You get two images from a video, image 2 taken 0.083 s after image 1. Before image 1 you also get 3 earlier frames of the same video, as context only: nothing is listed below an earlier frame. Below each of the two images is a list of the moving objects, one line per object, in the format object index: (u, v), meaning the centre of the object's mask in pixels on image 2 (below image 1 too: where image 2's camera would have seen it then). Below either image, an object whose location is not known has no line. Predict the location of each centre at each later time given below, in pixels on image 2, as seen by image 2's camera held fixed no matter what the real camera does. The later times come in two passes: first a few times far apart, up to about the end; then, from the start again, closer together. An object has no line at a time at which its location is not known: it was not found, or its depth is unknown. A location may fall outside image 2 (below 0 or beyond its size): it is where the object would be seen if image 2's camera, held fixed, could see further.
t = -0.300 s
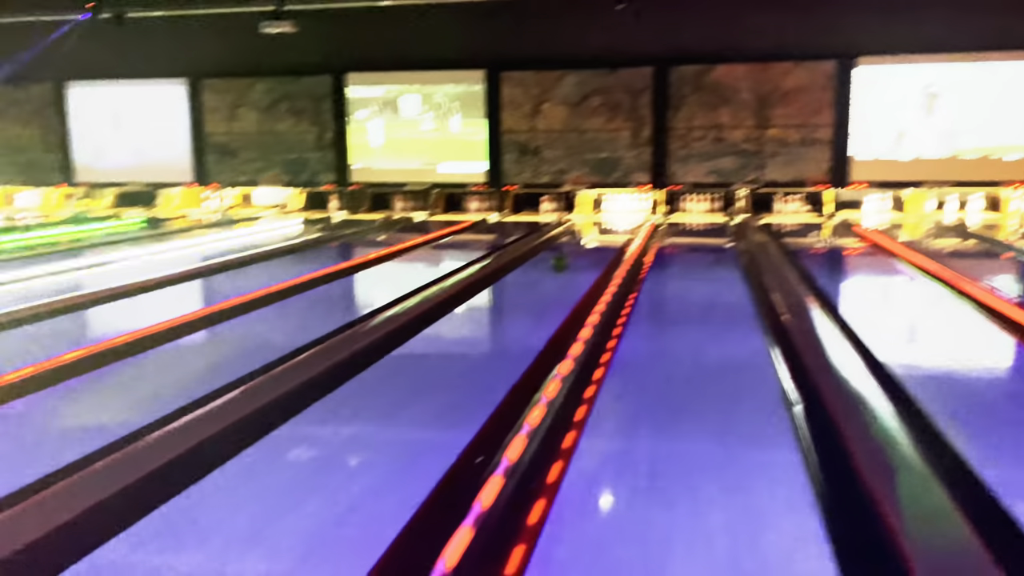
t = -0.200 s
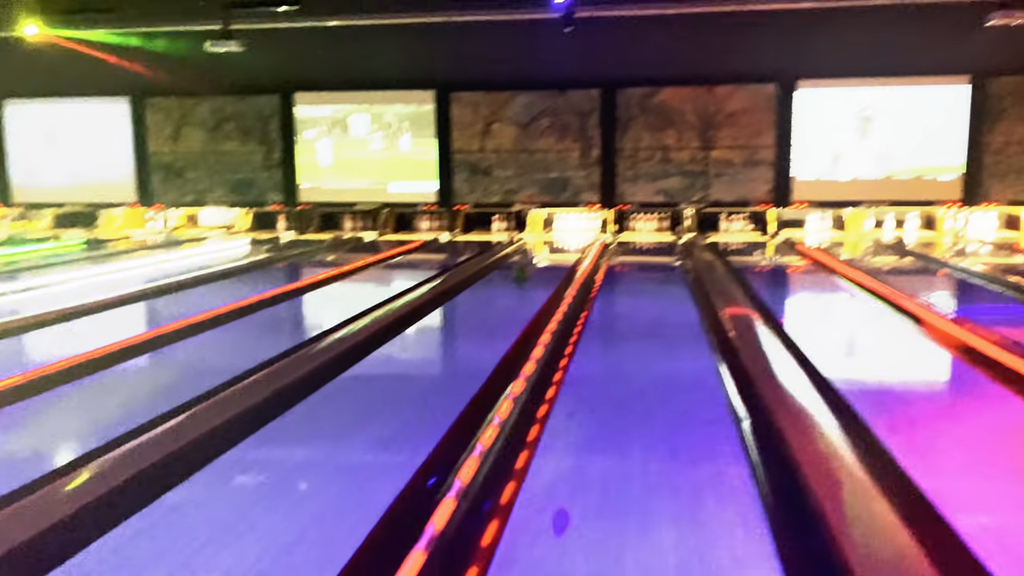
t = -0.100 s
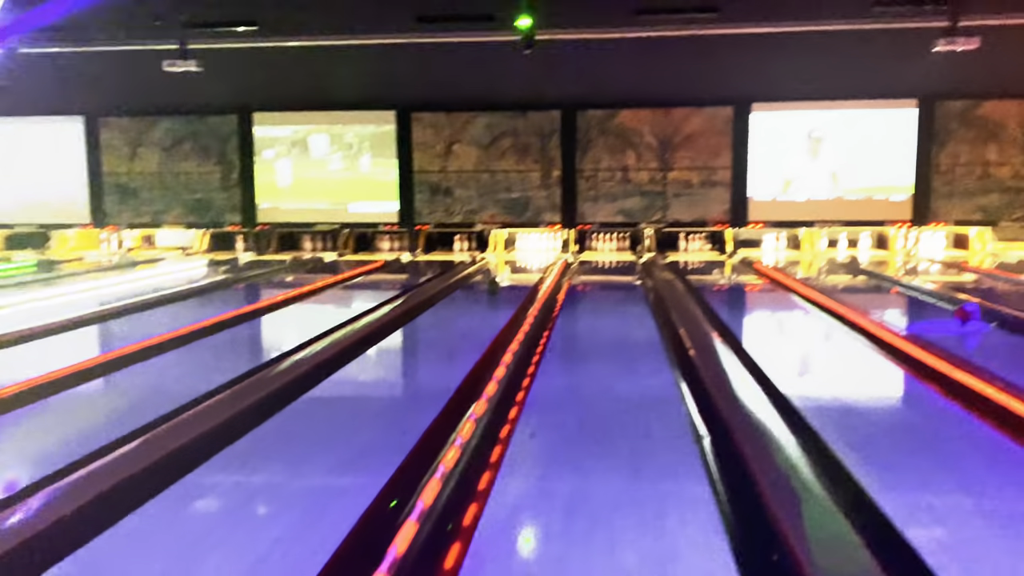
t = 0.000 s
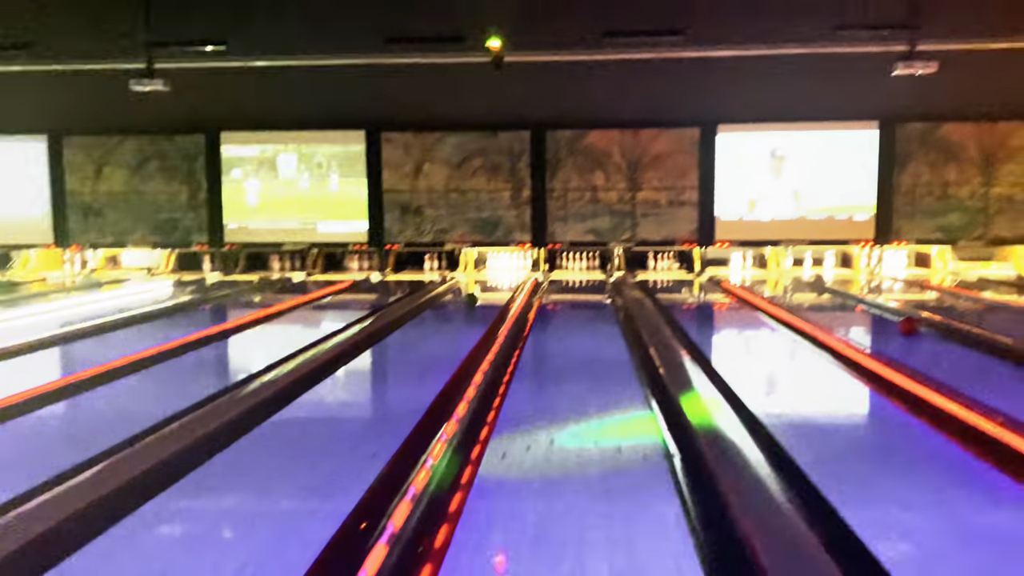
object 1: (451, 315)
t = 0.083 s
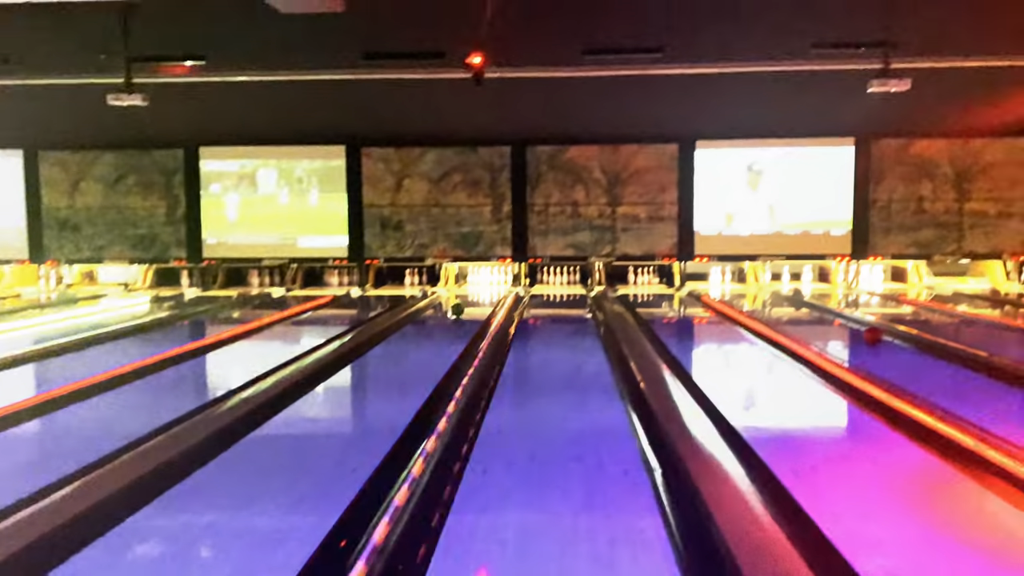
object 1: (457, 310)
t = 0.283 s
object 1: (468, 302)
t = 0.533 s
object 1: (479, 291)
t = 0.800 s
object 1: (487, 283)
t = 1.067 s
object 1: (492, 280)
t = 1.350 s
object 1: (501, 281)
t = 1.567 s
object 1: (500, 281)
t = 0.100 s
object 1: (457, 310)
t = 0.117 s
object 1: (459, 309)
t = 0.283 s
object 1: (468, 302)
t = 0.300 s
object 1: (468, 302)
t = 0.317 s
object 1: (469, 301)
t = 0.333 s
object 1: (469, 300)
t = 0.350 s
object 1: (470, 300)
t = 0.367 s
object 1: (471, 299)
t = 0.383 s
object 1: (473, 299)
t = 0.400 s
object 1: (473, 297)
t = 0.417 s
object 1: (474, 297)
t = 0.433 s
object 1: (475, 295)
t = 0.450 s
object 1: (476, 294)
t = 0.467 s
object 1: (477, 293)
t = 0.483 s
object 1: (477, 292)
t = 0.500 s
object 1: (478, 292)
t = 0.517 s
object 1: (478, 292)
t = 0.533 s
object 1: (479, 291)
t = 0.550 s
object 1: (479, 290)
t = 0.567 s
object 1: (480, 290)
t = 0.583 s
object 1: (481, 289)
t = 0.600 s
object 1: (481, 288)
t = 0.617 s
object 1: (482, 288)
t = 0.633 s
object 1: (483, 287)
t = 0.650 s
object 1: (483, 287)
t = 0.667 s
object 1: (484, 287)
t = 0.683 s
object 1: (484, 287)
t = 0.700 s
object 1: (485, 287)
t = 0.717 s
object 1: (485, 286)
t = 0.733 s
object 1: (486, 285)
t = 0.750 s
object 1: (486, 285)
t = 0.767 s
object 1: (487, 284)
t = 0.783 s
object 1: (487, 284)
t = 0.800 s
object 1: (487, 283)
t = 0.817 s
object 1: (488, 283)
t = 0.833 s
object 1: (489, 283)
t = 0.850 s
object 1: (489, 283)
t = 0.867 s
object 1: (489, 282)
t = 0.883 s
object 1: (490, 282)
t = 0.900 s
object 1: (490, 282)
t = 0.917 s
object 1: (489, 282)
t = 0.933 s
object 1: (491, 282)
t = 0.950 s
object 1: (490, 281)
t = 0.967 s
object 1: (490, 282)
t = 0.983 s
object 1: (491, 281)
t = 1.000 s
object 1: (491, 281)
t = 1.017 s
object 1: (491, 281)
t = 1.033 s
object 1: (491, 281)
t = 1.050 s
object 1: (491, 280)
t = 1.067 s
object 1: (492, 280)
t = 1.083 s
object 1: (496, 278)
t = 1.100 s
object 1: (497, 278)
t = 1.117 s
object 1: (498, 278)
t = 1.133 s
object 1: (498, 278)
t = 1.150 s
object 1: (498, 278)
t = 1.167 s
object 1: (498, 277)
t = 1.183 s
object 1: (499, 277)
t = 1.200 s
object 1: (499, 277)
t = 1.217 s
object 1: (500, 277)
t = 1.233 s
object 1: (500, 277)
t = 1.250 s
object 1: (500, 277)
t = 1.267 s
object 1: (500, 278)
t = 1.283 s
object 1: (500, 278)
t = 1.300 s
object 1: (500, 279)
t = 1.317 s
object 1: (501, 279)
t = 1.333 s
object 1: (501, 280)
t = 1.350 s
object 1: (501, 281)
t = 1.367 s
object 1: (501, 281)
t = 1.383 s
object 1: (502, 281)
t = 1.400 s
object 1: (501, 280)
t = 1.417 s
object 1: (501, 281)
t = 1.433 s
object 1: (501, 281)
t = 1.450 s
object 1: (501, 281)
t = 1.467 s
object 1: (501, 281)
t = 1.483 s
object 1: (501, 281)
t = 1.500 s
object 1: (501, 281)
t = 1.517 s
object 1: (501, 281)
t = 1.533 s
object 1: (501, 281)
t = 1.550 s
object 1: (500, 281)
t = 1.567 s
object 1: (500, 281)
